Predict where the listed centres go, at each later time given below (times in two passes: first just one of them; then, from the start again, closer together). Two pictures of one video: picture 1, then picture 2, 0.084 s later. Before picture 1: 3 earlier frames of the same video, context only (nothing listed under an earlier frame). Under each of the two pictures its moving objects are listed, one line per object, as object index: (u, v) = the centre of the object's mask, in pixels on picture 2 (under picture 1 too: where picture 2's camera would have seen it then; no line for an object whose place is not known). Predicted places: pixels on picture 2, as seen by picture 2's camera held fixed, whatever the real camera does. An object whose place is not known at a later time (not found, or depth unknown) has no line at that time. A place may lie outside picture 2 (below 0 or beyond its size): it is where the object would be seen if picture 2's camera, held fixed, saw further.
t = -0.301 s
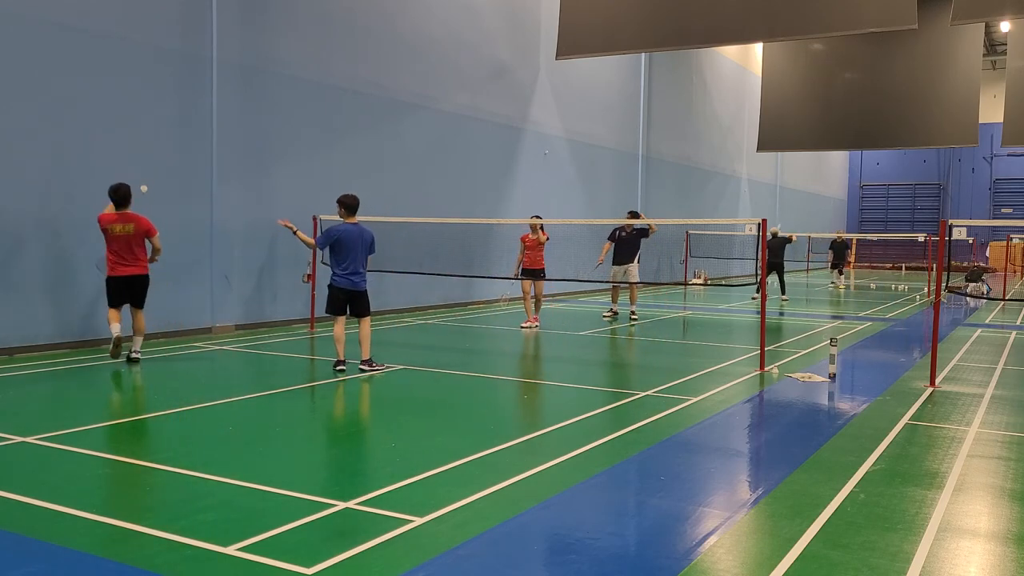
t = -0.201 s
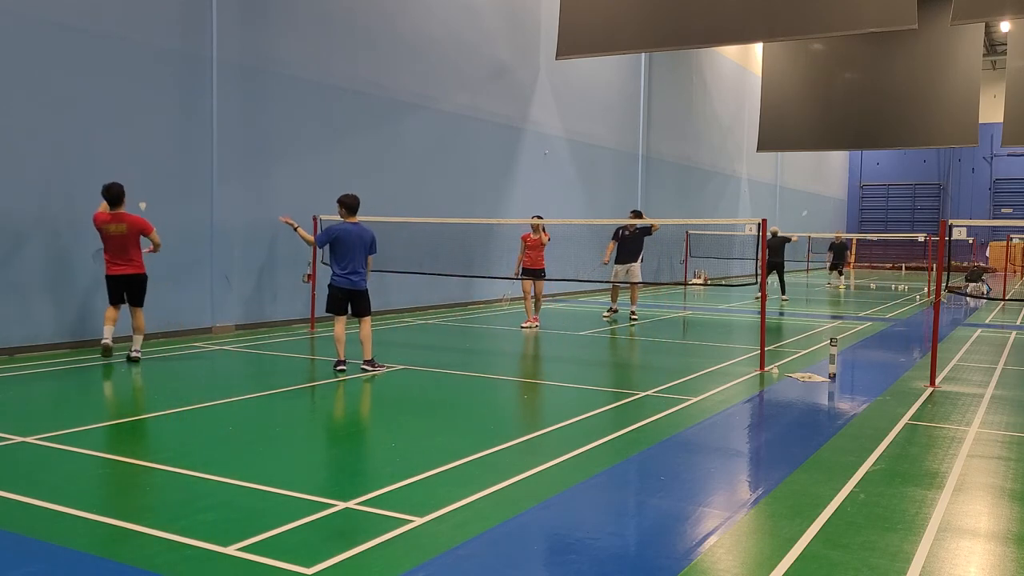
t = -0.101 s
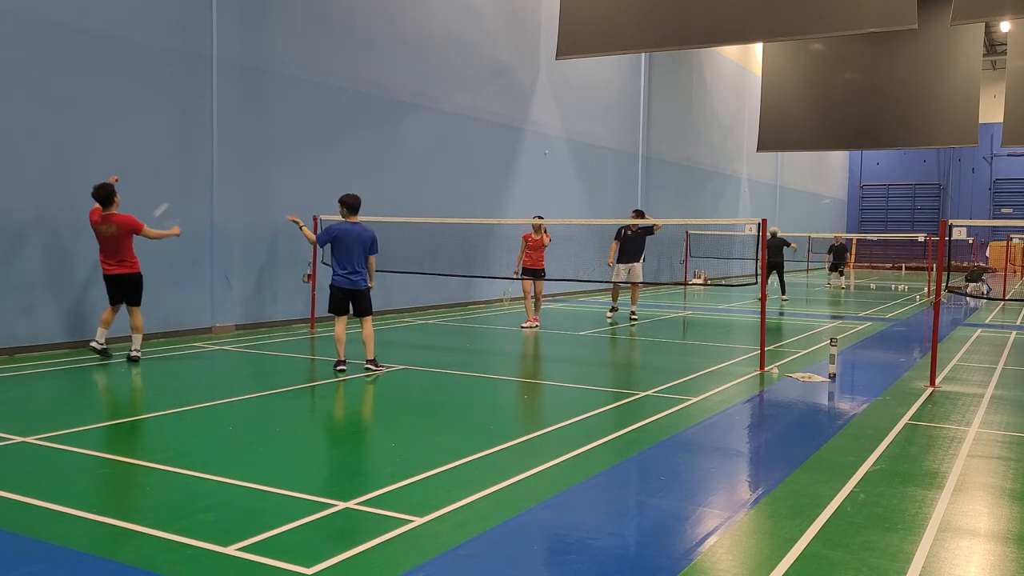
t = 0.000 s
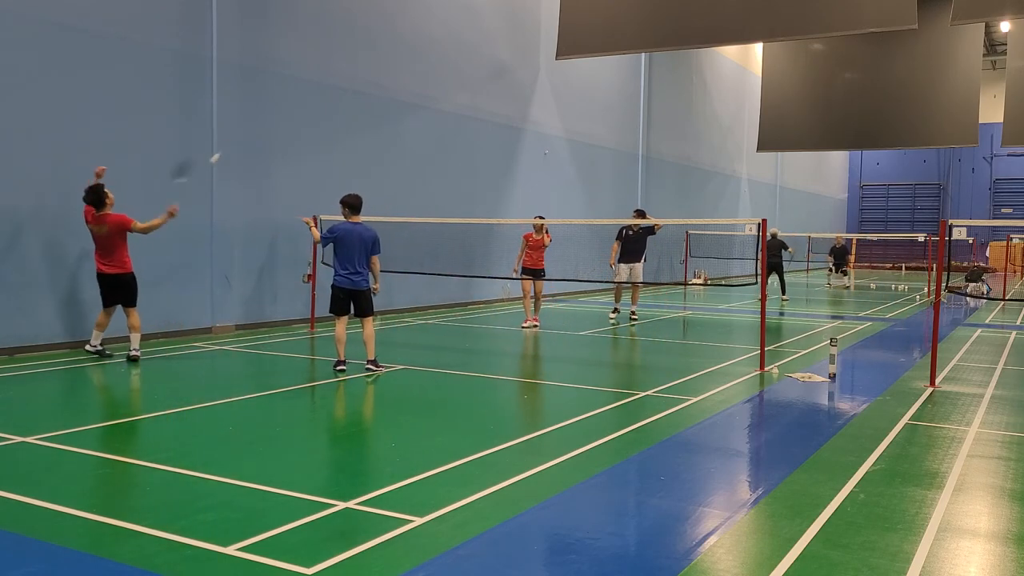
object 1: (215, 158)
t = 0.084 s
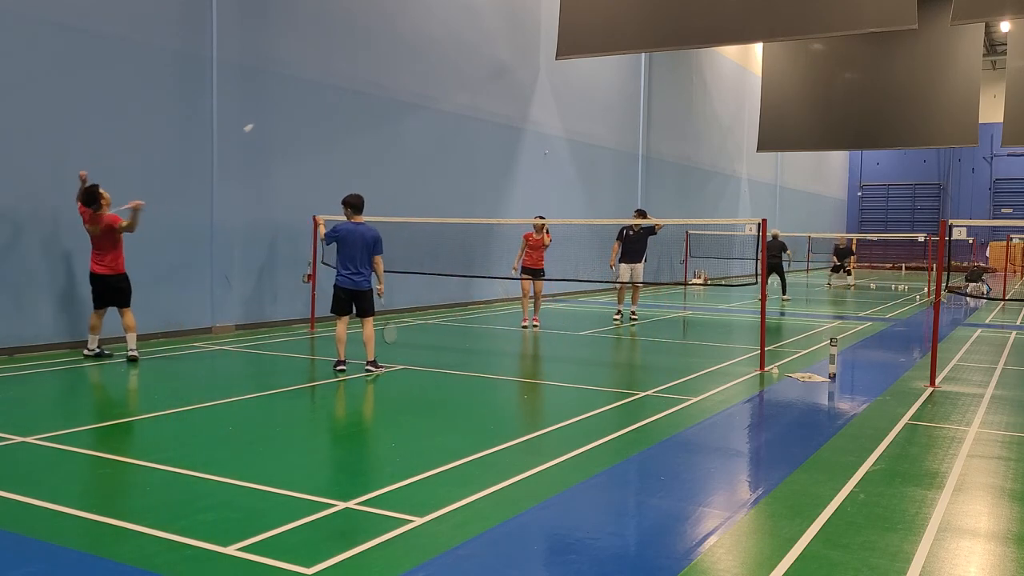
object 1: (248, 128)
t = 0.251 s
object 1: (300, 99)
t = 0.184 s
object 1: (282, 106)
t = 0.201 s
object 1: (287, 104)
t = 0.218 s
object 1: (291, 102)
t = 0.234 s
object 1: (296, 100)
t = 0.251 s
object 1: (300, 99)
